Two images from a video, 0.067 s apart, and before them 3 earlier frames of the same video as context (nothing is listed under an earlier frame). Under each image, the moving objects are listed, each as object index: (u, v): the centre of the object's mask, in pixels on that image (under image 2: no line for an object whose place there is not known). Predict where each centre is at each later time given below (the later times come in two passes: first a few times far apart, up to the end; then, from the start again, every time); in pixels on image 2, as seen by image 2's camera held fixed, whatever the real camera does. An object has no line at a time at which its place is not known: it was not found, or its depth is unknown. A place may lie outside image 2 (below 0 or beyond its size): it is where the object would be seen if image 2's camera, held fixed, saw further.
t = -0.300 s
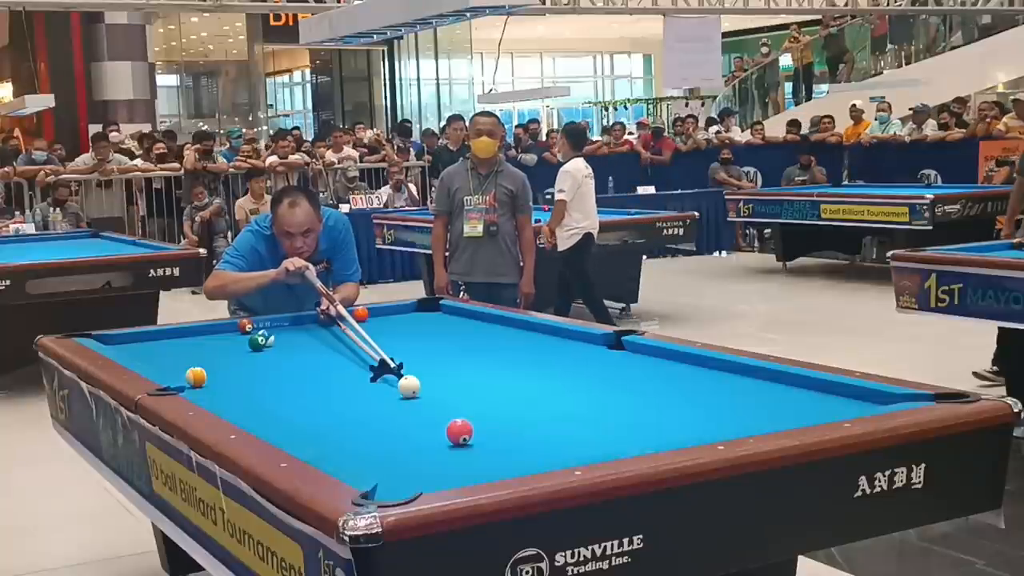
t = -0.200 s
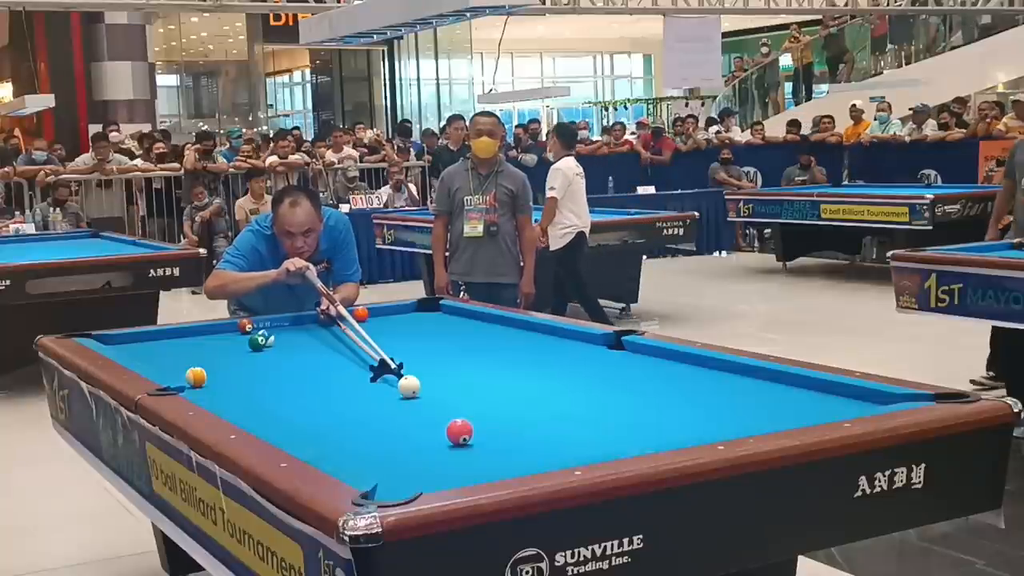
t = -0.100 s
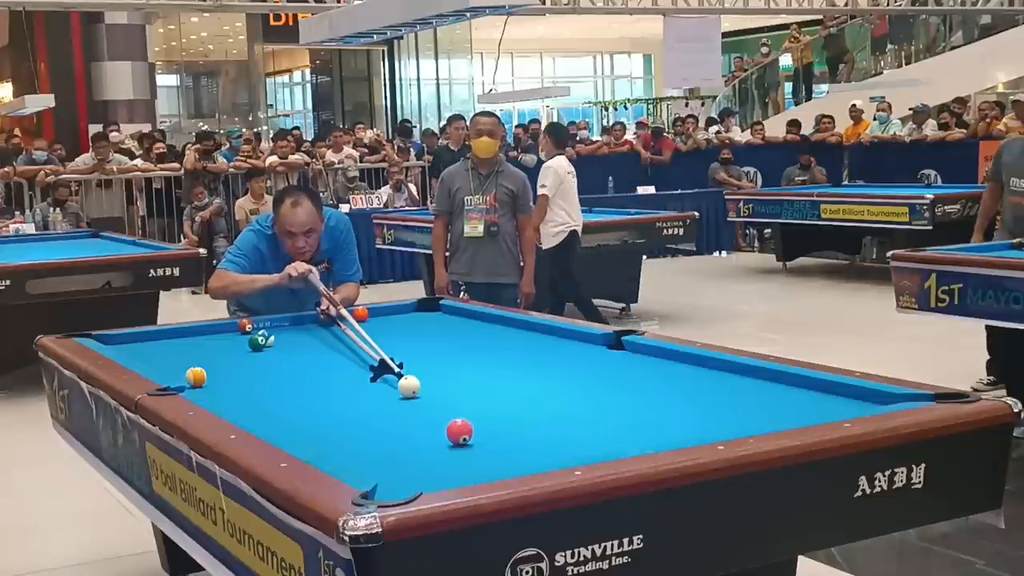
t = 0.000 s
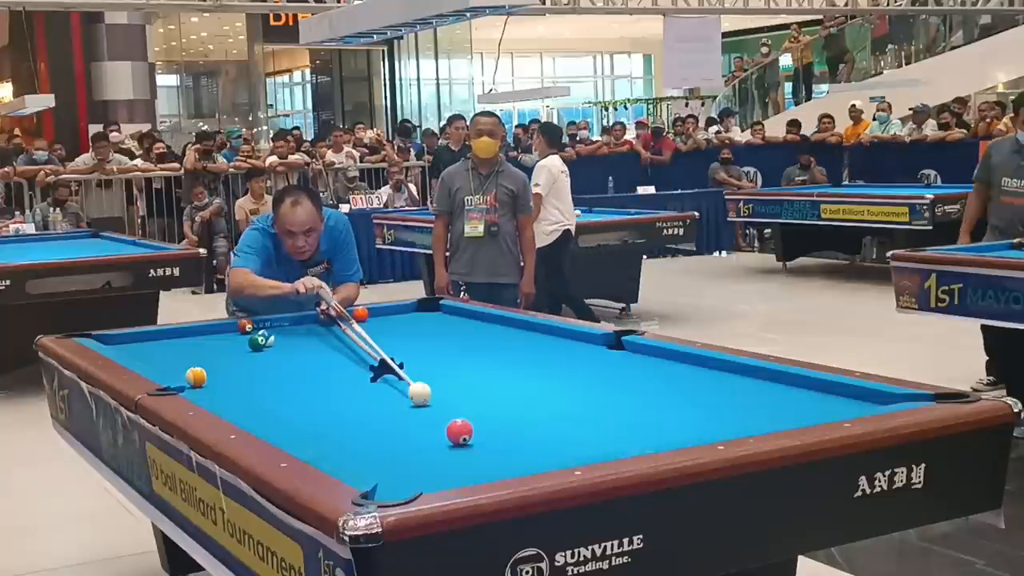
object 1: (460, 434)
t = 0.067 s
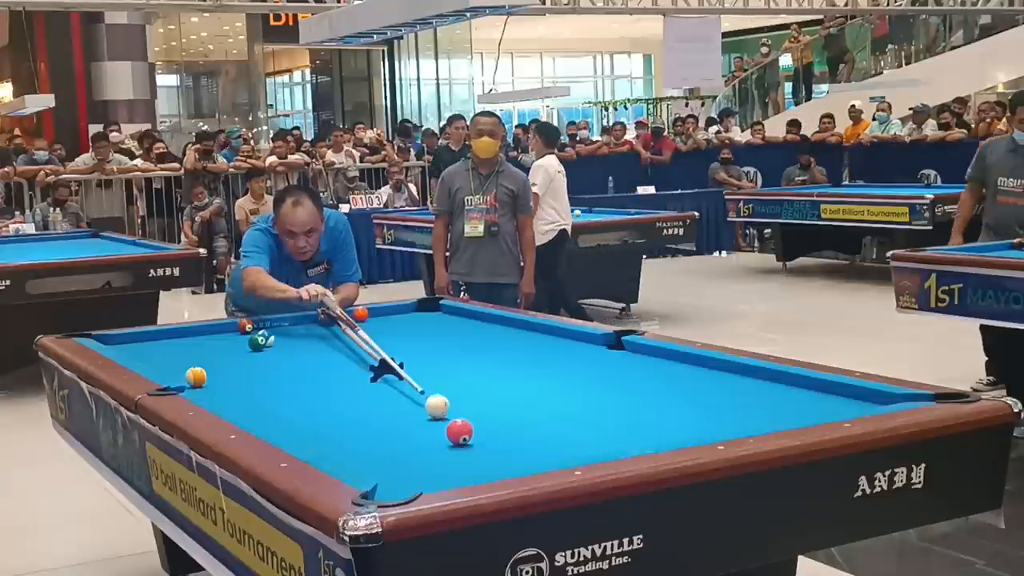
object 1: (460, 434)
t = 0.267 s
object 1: (441, 455)
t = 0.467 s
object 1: (405, 490)
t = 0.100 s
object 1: (460, 434)
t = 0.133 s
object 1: (460, 434)
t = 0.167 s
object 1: (460, 435)
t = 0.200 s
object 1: (453, 441)
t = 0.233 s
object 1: (447, 448)
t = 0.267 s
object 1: (441, 455)
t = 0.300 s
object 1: (435, 462)
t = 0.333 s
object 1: (429, 469)
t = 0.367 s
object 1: (423, 475)
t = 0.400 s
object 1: (417, 480)
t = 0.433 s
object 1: (411, 485)
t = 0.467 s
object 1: (405, 490)
